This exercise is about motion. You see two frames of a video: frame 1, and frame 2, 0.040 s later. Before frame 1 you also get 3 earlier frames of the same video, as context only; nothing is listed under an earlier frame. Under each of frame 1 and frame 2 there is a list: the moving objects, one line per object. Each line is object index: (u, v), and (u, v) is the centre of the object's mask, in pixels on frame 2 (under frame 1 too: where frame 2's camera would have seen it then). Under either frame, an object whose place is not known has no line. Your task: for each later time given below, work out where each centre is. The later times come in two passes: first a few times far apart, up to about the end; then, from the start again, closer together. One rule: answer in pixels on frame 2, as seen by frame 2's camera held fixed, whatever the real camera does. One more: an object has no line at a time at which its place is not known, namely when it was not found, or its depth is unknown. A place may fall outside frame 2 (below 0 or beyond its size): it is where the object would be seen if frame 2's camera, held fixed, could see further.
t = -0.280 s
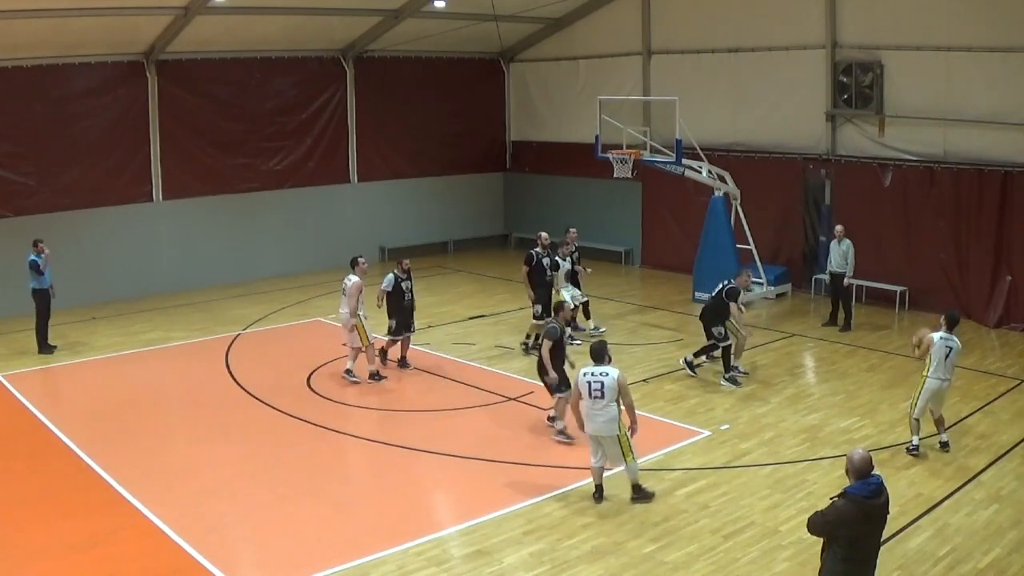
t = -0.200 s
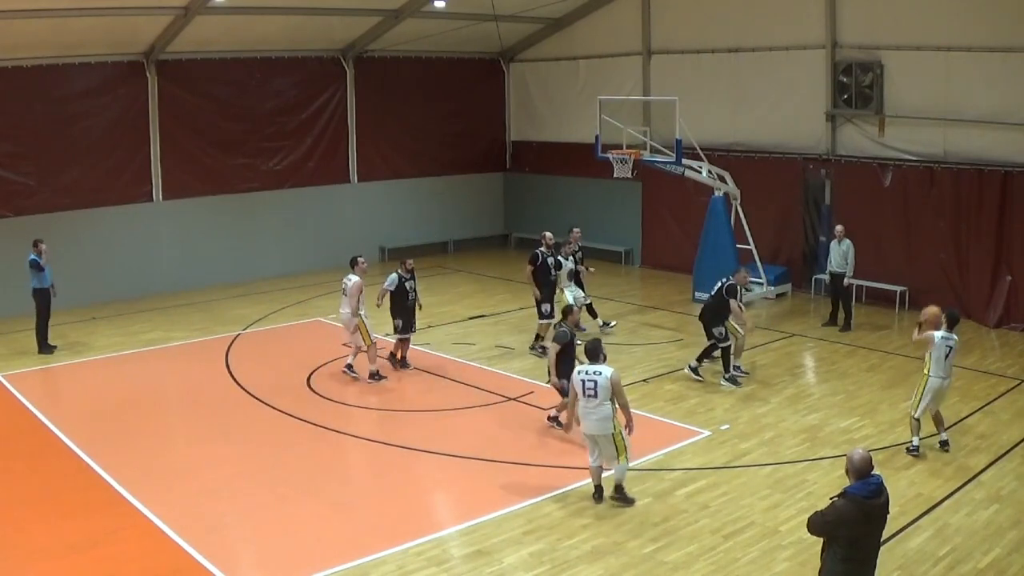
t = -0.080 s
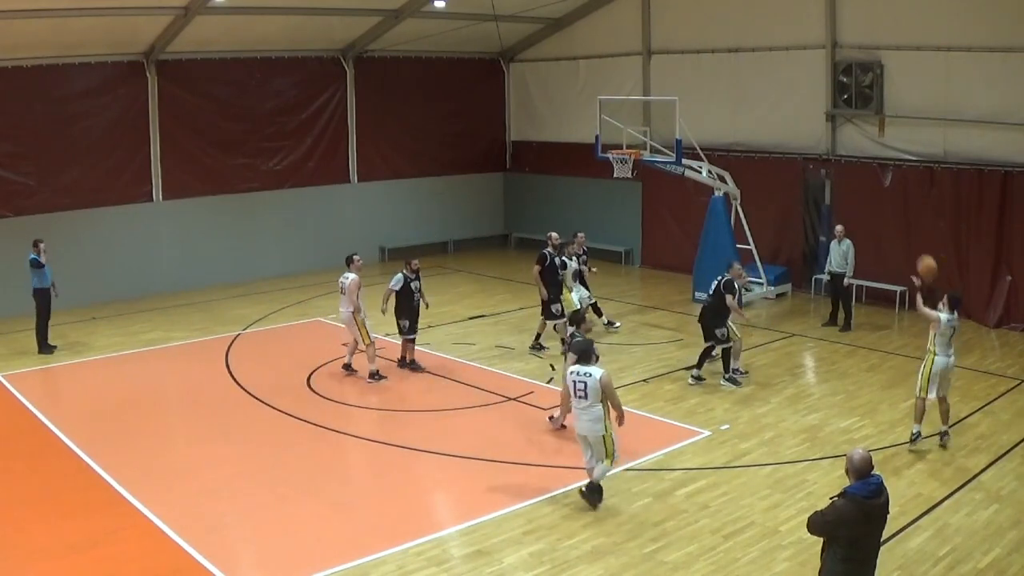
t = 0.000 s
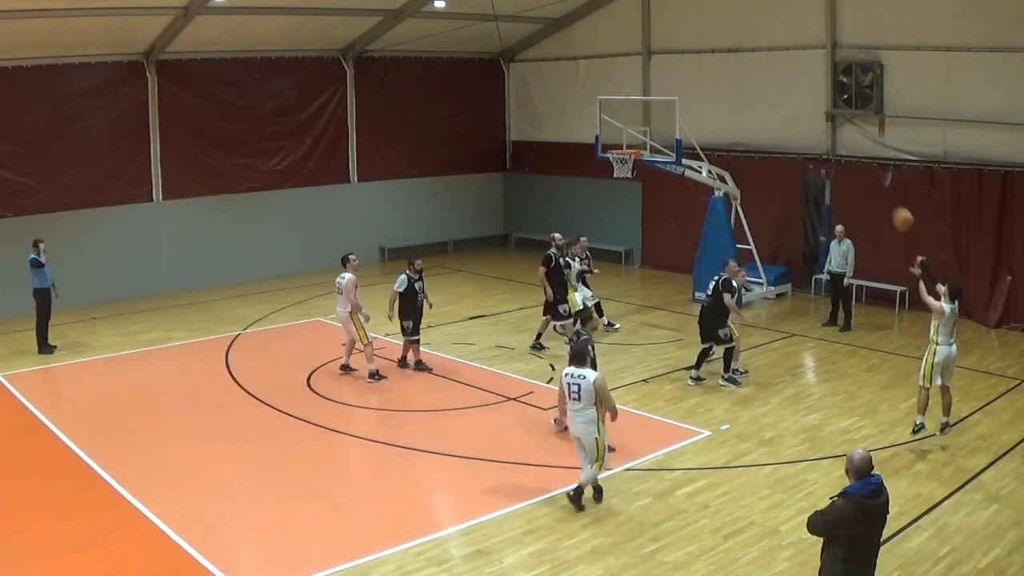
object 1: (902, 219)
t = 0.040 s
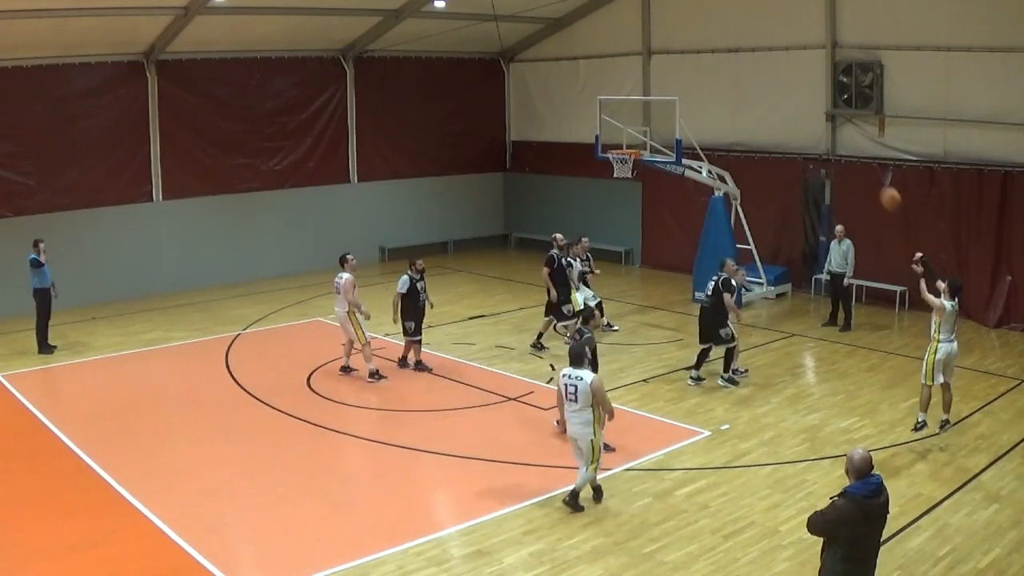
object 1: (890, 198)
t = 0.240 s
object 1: (829, 119)
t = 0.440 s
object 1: (775, 79)
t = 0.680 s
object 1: (719, 73)
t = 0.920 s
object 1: (672, 103)
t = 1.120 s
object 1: (639, 149)
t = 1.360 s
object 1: (660, 148)
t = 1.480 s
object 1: (664, 162)
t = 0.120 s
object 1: (865, 162)
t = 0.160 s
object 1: (853, 146)
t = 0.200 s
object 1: (841, 131)
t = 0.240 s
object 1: (829, 119)
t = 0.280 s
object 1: (817, 109)
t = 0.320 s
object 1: (806, 99)
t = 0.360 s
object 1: (796, 91)
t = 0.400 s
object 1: (785, 84)
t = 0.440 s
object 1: (775, 79)
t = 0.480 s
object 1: (765, 75)
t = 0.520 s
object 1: (755, 72)
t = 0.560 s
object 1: (746, 71)
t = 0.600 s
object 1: (737, 71)
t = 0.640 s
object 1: (728, 72)
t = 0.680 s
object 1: (719, 73)
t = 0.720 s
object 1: (710, 75)
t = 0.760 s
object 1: (702, 79)
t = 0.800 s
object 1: (695, 84)
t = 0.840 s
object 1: (687, 90)
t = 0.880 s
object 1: (679, 96)
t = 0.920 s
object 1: (672, 103)
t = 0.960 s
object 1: (665, 111)
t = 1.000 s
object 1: (658, 120)
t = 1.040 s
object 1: (650, 129)
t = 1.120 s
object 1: (639, 149)
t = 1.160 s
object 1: (652, 146)
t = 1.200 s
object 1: (654, 146)
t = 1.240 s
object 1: (657, 146)
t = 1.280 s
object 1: (658, 146)
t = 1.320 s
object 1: (659, 147)
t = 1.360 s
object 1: (660, 148)
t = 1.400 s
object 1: (661, 151)
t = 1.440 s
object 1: (662, 157)
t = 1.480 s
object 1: (664, 162)
